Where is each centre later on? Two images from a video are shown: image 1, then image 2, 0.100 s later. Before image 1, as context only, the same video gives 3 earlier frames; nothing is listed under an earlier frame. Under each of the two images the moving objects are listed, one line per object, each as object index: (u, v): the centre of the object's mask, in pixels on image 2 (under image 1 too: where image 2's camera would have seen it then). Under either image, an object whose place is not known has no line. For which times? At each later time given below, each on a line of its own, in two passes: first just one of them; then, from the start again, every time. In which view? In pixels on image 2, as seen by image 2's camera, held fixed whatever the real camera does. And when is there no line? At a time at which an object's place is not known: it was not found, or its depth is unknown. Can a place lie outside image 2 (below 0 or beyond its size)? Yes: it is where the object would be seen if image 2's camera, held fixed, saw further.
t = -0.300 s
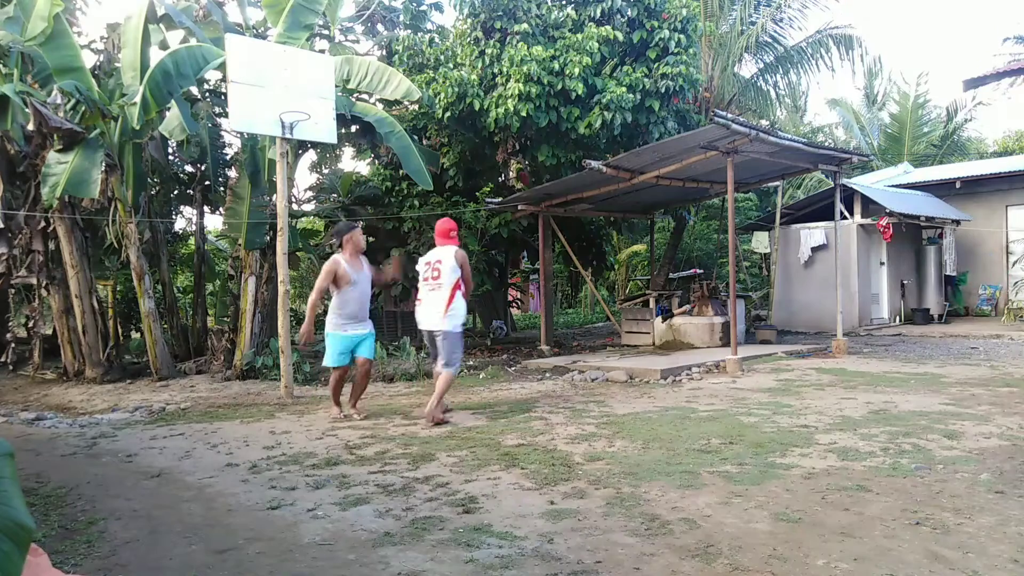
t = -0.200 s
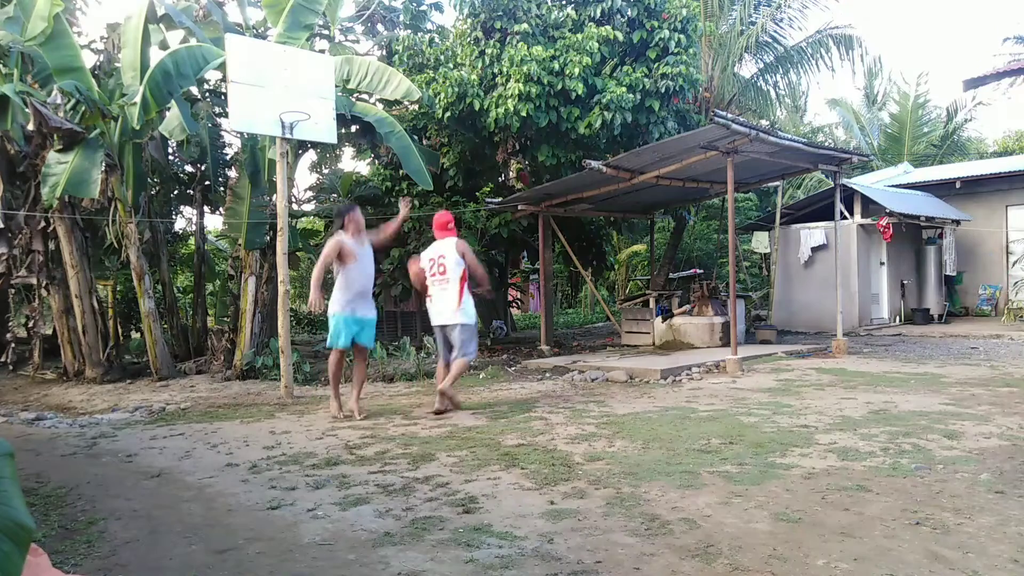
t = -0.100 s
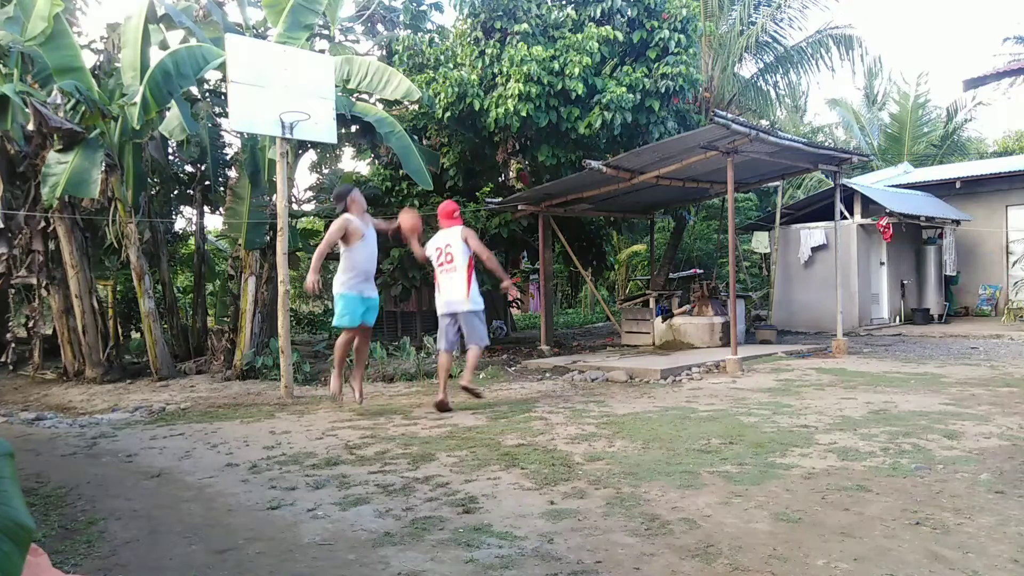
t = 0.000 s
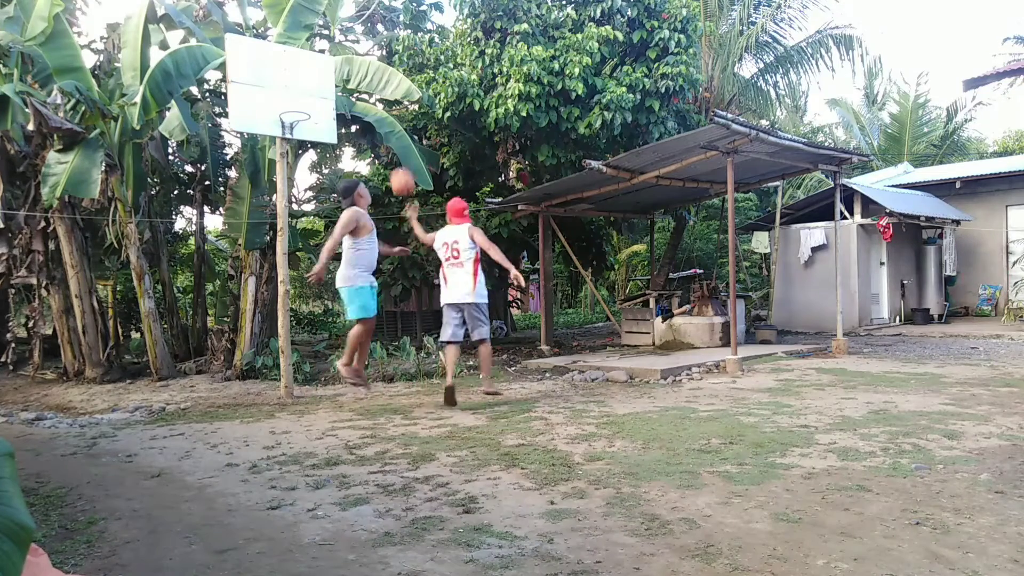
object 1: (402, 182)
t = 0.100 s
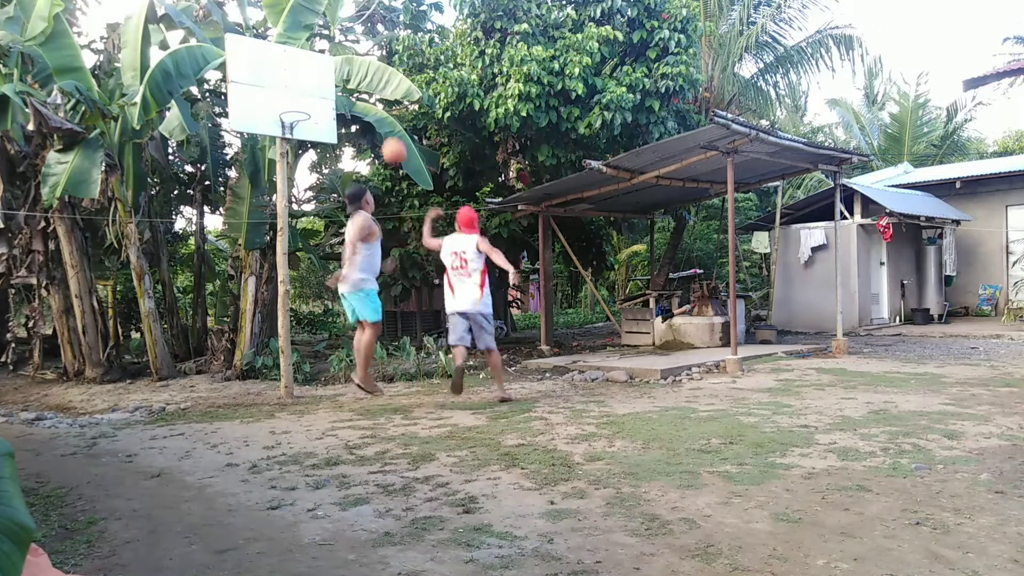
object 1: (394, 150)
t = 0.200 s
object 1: (387, 132)
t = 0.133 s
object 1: (391, 143)
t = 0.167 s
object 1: (389, 136)
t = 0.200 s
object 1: (387, 132)
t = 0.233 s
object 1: (383, 128)
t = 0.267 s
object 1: (381, 125)
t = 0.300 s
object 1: (379, 123)
